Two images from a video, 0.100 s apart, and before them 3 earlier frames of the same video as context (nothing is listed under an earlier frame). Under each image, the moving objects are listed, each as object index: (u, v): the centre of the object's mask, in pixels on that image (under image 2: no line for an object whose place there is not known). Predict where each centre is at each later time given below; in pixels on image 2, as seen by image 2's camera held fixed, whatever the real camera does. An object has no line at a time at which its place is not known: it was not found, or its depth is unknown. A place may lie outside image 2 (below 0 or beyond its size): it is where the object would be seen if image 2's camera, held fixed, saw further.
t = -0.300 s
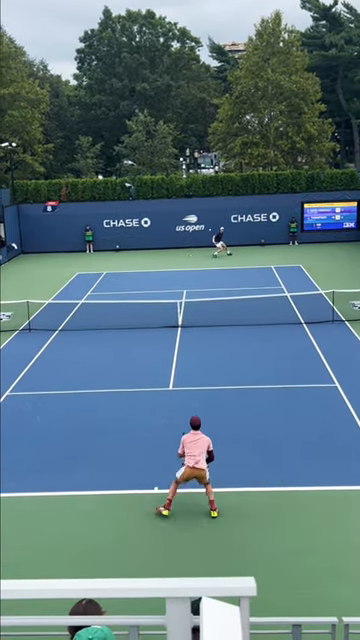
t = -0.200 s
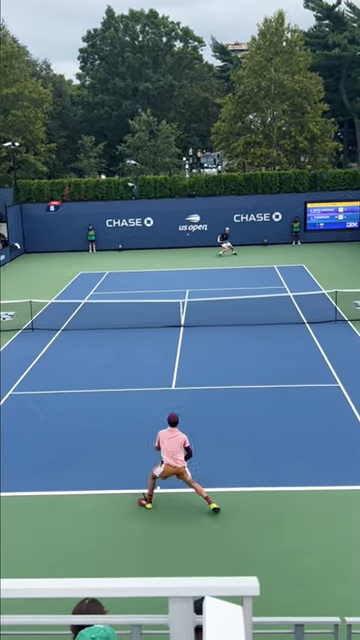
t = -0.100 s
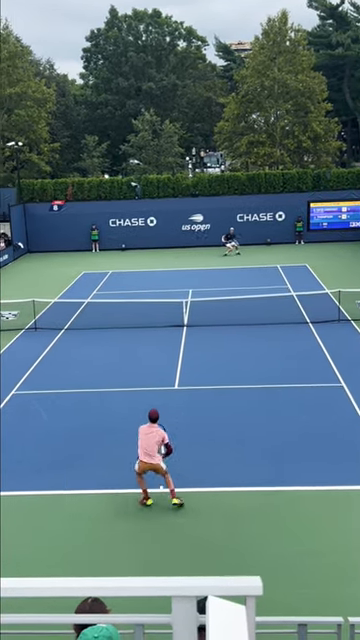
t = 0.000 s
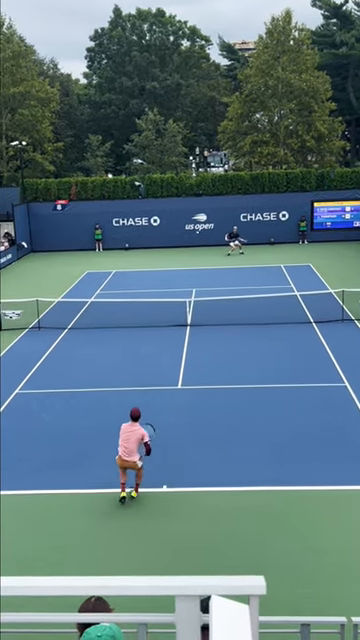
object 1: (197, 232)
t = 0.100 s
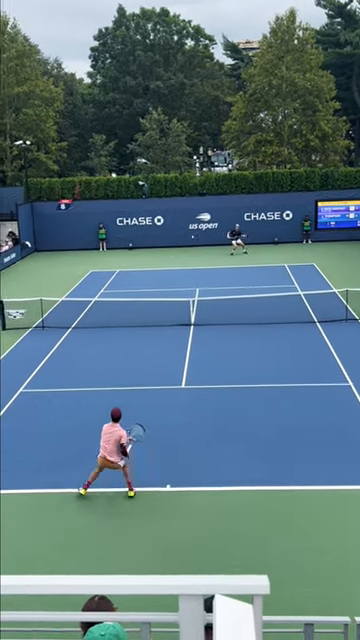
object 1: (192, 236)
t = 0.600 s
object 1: (134, 311)
